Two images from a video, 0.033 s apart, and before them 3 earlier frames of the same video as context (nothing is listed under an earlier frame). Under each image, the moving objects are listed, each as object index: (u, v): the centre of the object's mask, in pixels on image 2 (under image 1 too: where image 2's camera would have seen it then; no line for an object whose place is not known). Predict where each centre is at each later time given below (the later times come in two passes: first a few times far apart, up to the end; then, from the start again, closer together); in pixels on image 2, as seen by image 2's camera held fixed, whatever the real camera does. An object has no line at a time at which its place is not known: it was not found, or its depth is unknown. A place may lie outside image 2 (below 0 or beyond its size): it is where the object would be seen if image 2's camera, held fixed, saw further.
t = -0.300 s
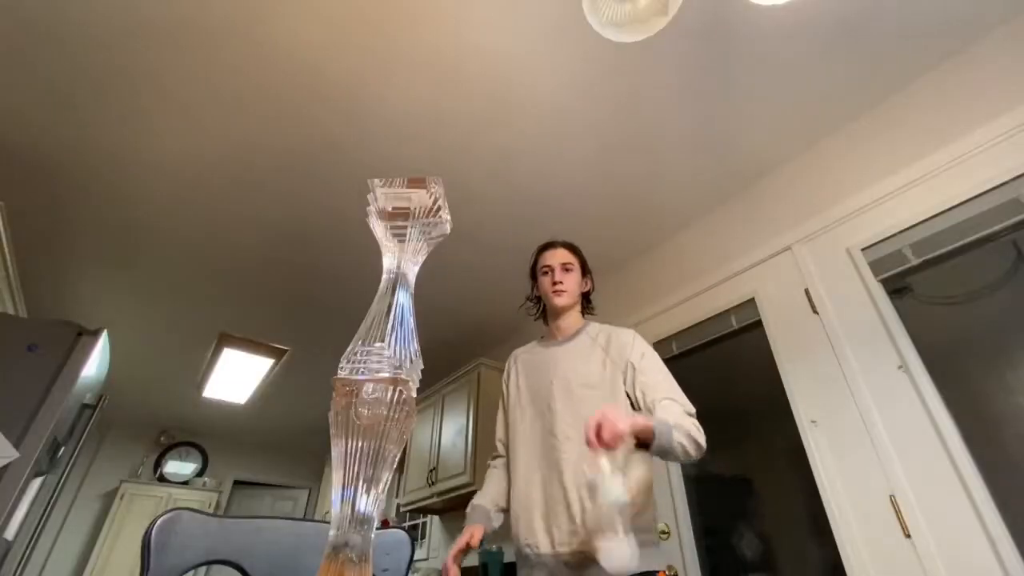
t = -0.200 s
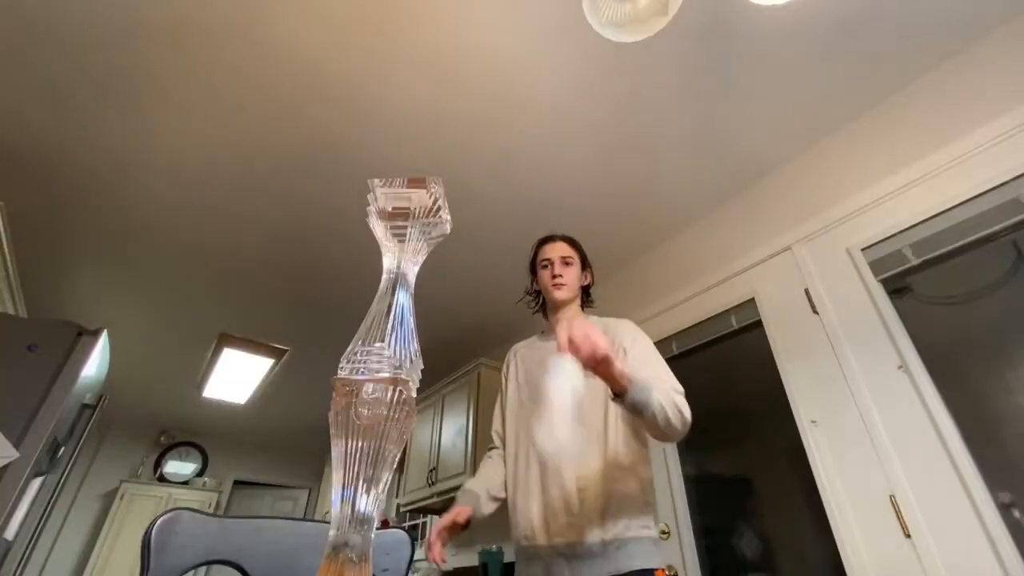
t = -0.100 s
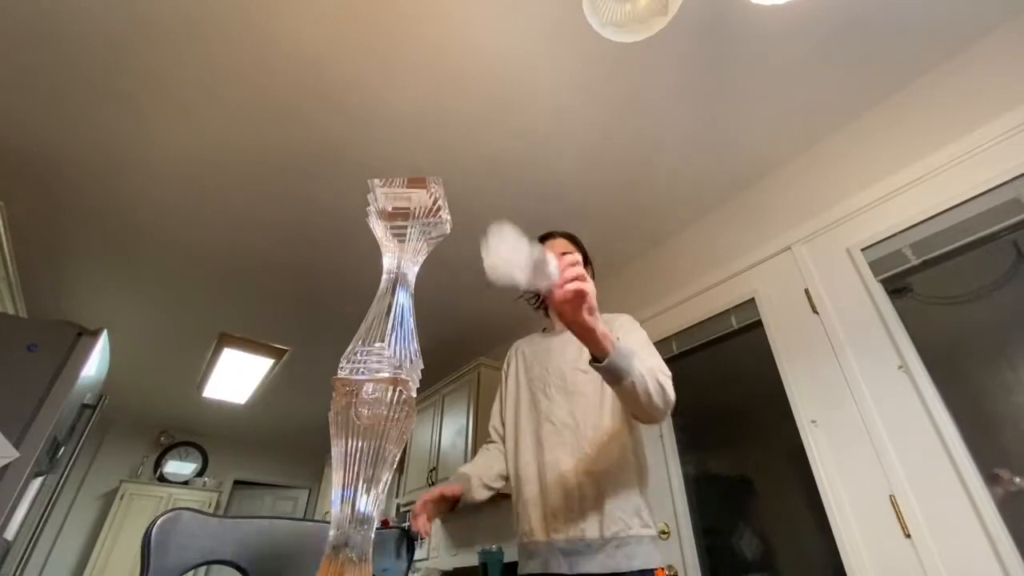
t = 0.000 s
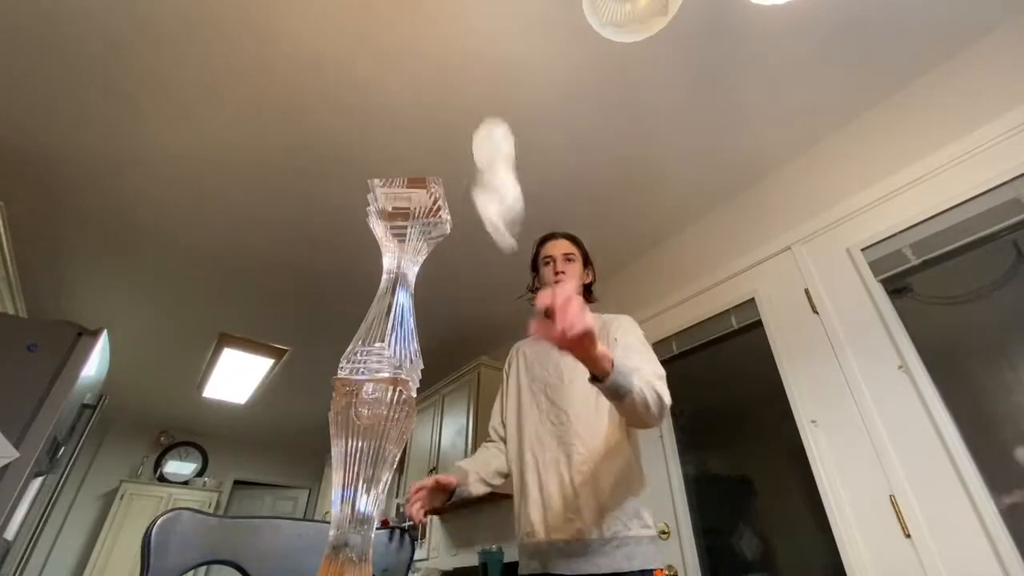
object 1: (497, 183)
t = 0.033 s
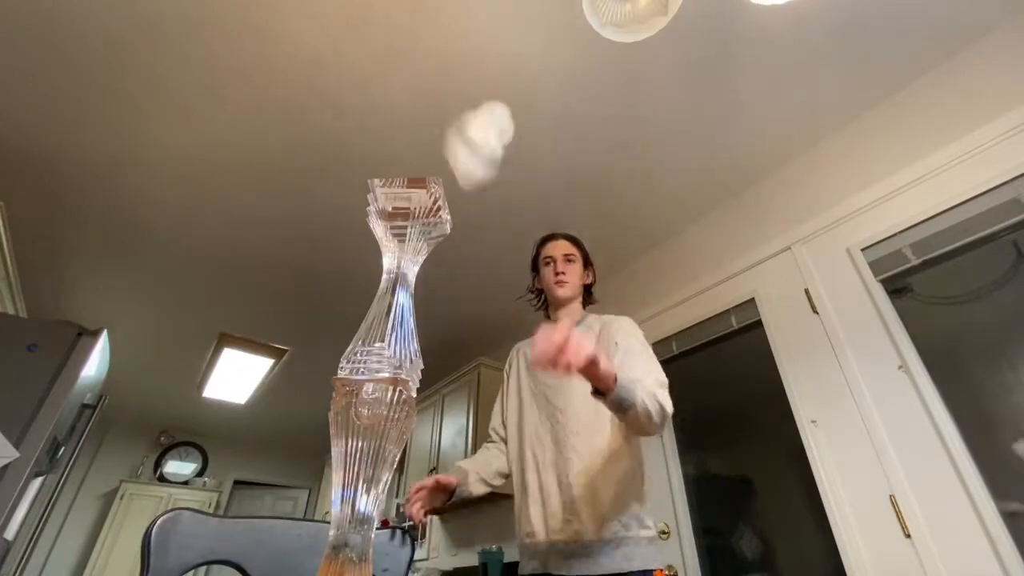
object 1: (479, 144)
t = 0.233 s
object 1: (458, 63)
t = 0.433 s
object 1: (409, 121)
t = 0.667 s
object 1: (406, 120)
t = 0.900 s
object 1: (407, 121)
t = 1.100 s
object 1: (407, 121)
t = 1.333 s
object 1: (407, 121)
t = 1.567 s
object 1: (407, 121)
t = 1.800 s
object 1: (407, 121)
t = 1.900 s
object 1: (407, 121)
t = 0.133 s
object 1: (460, 58)
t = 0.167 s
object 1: (463, 57)
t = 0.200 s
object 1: (463, 59)
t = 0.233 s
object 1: (458, 63)
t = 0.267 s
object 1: (453, 70)
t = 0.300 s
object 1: (445, 83)
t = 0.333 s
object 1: (434, 105)
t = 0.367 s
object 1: (421, 121)
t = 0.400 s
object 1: (414, 121)
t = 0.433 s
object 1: (409, 121)
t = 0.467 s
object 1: (406, 121)
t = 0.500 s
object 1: (407, 119)
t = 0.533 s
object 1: (406, 119)
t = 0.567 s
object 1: (406, 120)
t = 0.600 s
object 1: (406, 121)
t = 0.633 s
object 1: (406, 121)
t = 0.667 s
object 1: (406, 120)
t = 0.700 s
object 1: (406, 121)
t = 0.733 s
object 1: (407, 120)
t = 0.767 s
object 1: (407, 121)
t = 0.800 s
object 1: (407, 121)
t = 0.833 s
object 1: (407, 121)
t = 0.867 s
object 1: (406, 121)
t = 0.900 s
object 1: (407, 121)
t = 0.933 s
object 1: (407, 121)
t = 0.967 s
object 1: (407, 121)
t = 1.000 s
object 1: (407, 121)
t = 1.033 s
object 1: (407, 121)
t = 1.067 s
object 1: (407, 121)
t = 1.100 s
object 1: (407, 121)
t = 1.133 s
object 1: (407, 121)
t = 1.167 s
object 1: (407, 121)
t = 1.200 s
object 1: (407, 121)
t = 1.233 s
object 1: (407, 121)
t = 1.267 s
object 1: (407, 121)
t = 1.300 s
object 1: (407, 121)
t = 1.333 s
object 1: (407, 121)
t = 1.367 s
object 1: (407, 121)
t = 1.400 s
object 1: (407, 121)
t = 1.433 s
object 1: (407, 121)
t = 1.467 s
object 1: (407, 121)
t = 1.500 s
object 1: (407, 121)
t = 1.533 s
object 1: (407, 121)
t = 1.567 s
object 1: (407, 121)
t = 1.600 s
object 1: (407, 121)
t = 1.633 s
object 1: (407, 121)
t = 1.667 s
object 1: (407, 121)
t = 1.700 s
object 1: (407, 121)
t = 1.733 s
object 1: (407, 121)
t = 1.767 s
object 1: (407, 121)
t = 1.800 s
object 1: (407, 121)
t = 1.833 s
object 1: (407, 121)
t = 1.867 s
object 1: (407, 121)
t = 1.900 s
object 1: (407, 121)
